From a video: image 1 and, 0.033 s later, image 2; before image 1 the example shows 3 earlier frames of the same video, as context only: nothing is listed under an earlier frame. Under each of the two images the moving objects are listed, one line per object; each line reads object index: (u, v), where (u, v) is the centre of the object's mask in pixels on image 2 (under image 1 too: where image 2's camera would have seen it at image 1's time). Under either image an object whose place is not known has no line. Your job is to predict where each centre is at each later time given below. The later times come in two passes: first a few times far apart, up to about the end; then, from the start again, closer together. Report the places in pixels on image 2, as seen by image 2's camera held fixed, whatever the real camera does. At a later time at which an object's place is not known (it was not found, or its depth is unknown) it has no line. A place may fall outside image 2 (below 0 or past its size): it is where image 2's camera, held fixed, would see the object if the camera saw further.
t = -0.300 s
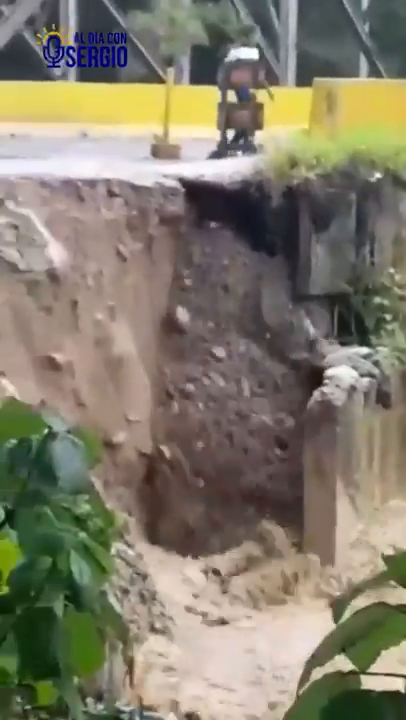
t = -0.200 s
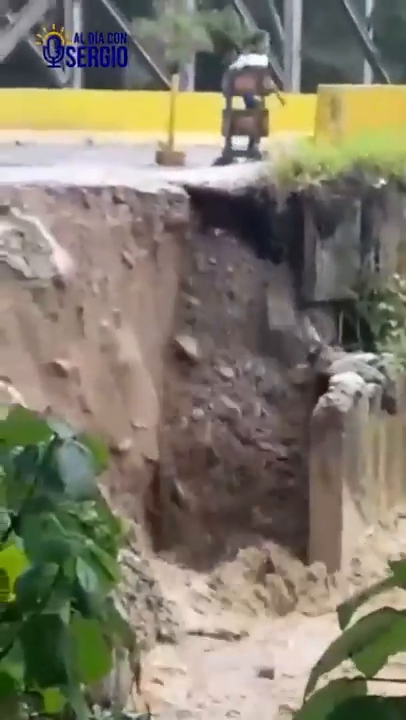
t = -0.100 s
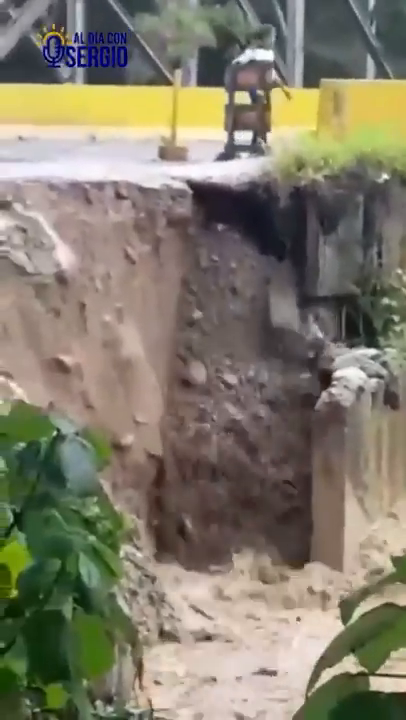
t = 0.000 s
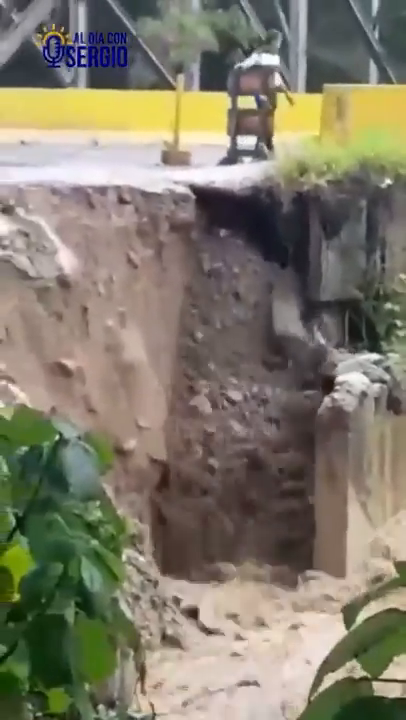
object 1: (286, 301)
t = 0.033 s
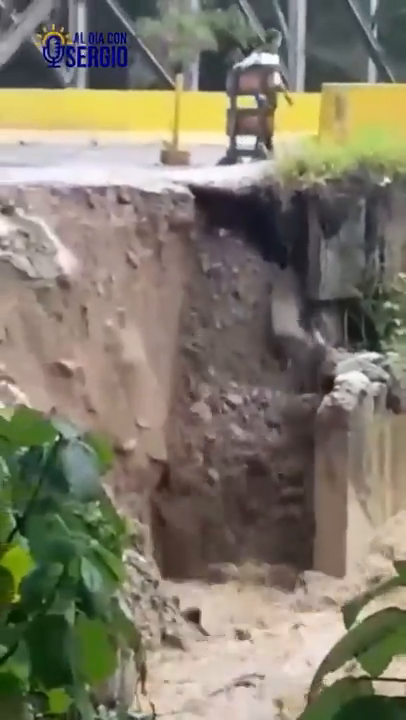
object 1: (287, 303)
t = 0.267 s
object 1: (294, 312)
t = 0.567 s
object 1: (290, 324)
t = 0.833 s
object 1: (290, 343)
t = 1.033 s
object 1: (285, 359)
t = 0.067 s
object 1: (287, 304)
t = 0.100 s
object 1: (288, 304)
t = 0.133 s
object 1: (287, 305)
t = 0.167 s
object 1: (293, 309)
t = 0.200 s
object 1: (293, 310)
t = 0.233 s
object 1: (292, 310)
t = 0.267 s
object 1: (294, 312)
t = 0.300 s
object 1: (294, 314)
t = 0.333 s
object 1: (290, 312)
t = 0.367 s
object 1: (291, 314)
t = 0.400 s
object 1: (291, 314)
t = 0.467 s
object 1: (292, 321)
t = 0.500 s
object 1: (292, 323)
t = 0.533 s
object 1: (290, 323)
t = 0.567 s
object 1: (290, 324)
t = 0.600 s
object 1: (289, 325)
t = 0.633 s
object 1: (287, 326)
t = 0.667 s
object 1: (288, 327)
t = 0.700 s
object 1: (287, 329)
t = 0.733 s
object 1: (287, 330)
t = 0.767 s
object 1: (291, 341)
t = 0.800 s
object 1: (290, 342)
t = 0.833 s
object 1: (290, 343)
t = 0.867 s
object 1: (291, 348)
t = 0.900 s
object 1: (288, 350)
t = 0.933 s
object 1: (289, 352)
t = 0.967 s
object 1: (287, 356)
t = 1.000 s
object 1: (286, 357)
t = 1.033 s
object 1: (285, 359)
